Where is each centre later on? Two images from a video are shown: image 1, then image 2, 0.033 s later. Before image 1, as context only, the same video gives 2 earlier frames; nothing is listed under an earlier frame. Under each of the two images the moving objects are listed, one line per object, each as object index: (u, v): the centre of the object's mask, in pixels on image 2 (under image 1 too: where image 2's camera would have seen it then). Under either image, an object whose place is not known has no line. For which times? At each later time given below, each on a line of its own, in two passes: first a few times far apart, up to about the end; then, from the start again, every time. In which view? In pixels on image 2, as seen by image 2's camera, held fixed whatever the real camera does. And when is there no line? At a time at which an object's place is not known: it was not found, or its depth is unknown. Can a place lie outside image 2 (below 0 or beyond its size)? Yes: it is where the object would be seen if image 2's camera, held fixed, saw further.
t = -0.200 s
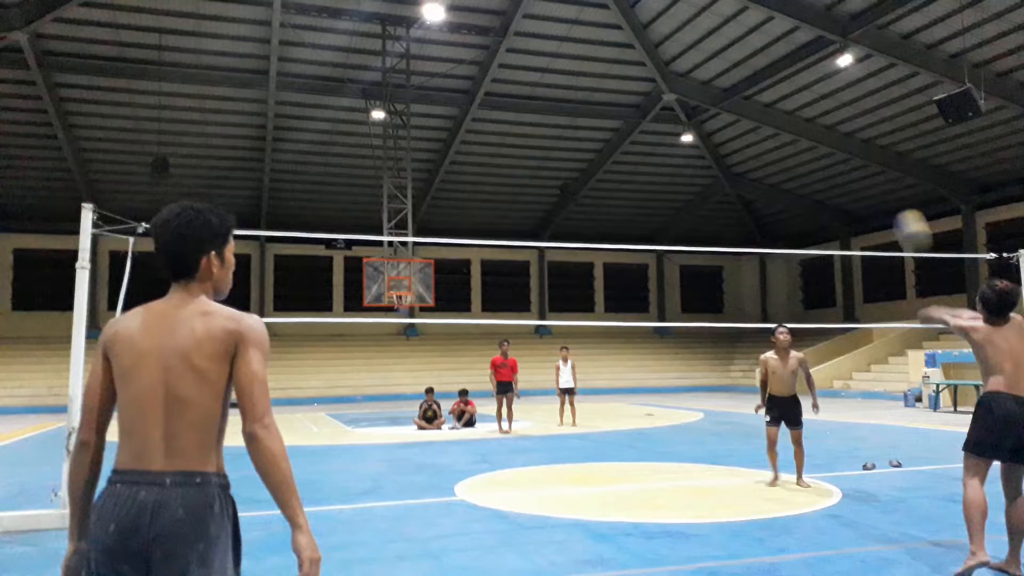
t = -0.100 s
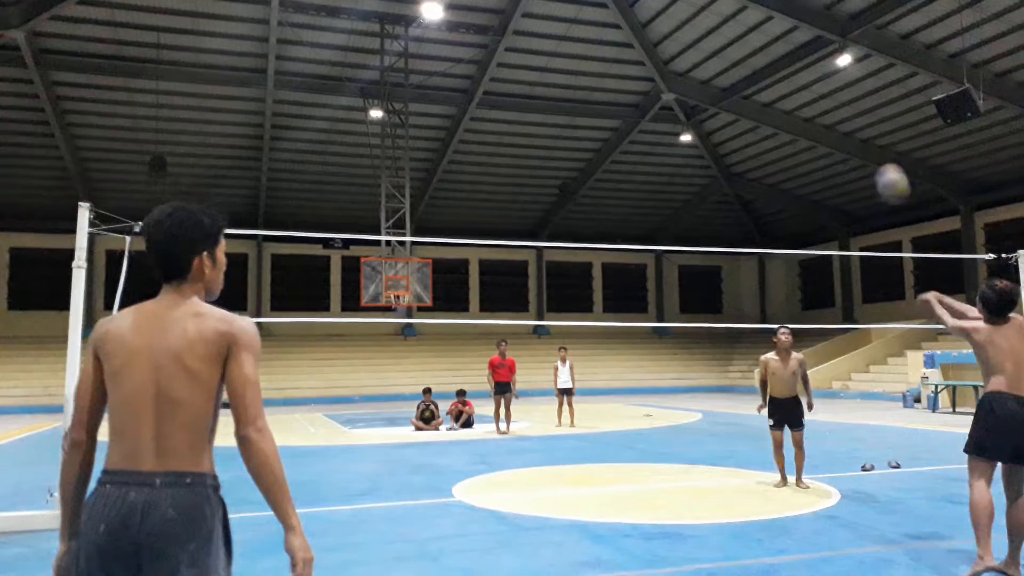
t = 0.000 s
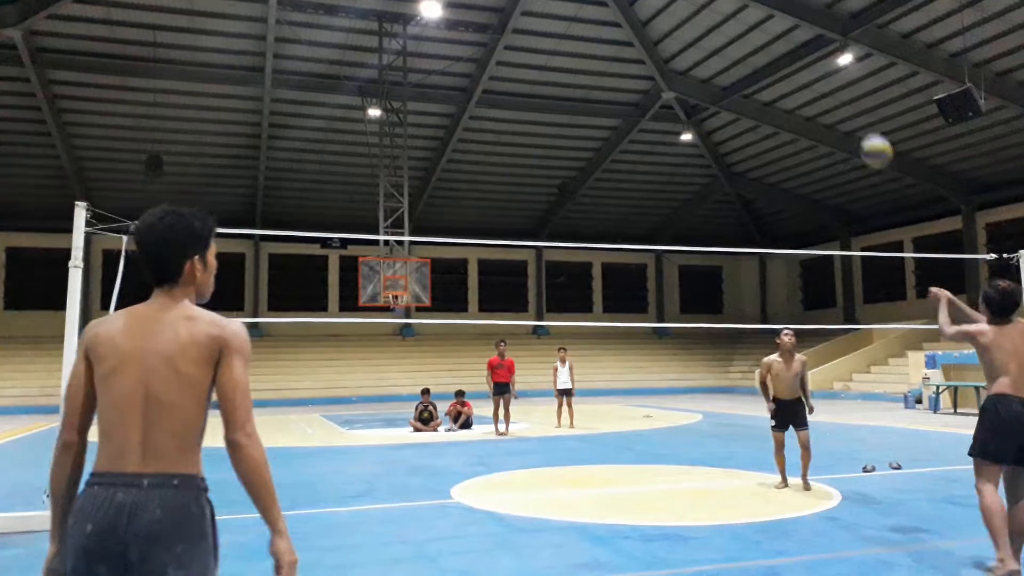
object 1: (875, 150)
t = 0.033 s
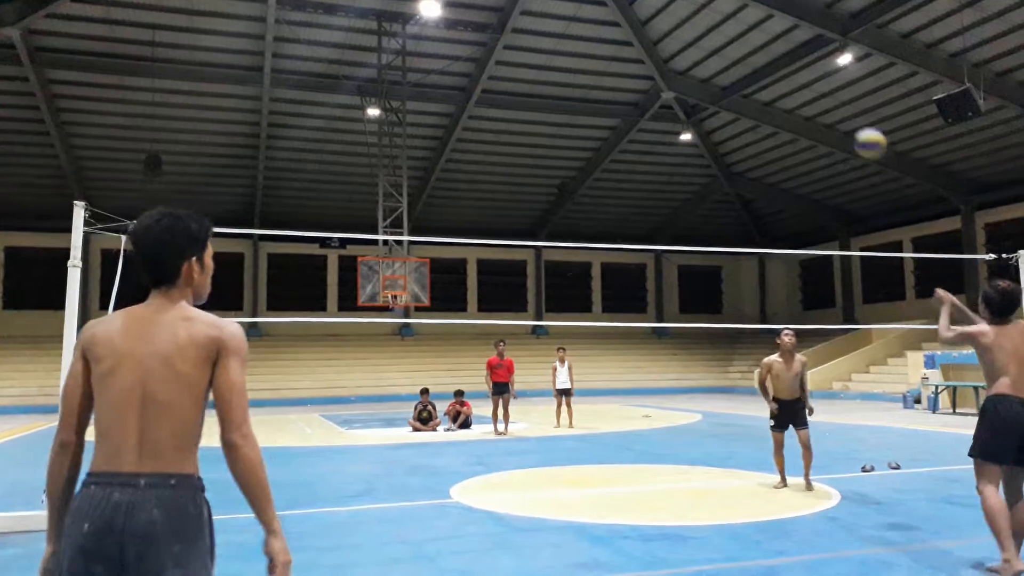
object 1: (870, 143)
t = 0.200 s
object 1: (847, 128)
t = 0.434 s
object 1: (821, 164)
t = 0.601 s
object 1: (807, 225)
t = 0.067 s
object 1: (865, 137)
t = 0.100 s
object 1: (860, 133)
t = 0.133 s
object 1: (856, 130)
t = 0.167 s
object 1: (852, 129)
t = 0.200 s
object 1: (847, 128)
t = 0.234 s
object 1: (843, 130)
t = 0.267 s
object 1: (840, 132)
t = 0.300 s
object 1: (836, 136)
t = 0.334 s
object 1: (832, 141)
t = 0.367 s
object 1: (828, 148)
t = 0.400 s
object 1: (825, 156)
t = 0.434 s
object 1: (821, 164)
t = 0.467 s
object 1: (818, 174)
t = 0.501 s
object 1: (815, 186)
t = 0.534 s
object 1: (813, 198)
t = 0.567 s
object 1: (810, 211)
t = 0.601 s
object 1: (807, 225)
